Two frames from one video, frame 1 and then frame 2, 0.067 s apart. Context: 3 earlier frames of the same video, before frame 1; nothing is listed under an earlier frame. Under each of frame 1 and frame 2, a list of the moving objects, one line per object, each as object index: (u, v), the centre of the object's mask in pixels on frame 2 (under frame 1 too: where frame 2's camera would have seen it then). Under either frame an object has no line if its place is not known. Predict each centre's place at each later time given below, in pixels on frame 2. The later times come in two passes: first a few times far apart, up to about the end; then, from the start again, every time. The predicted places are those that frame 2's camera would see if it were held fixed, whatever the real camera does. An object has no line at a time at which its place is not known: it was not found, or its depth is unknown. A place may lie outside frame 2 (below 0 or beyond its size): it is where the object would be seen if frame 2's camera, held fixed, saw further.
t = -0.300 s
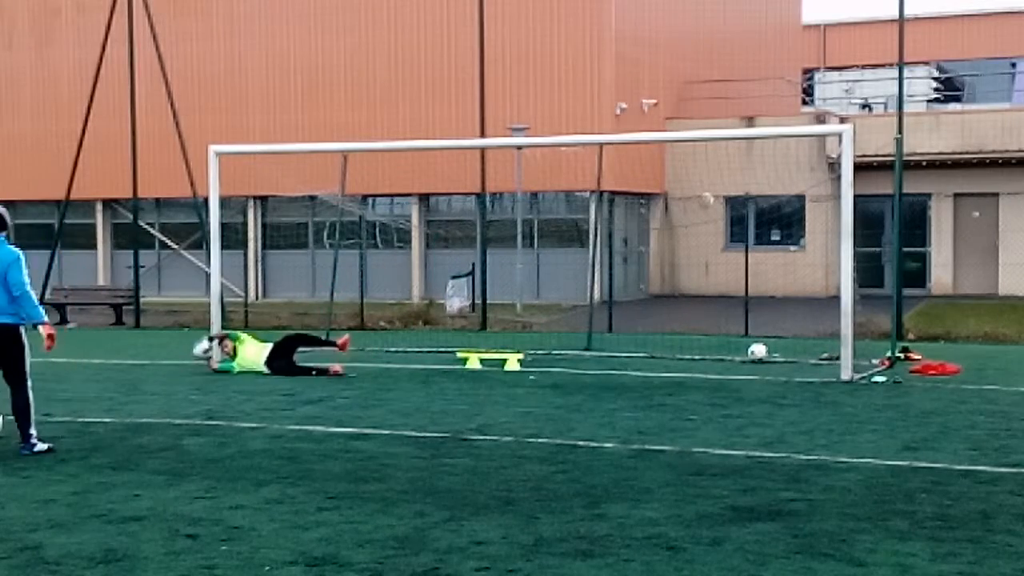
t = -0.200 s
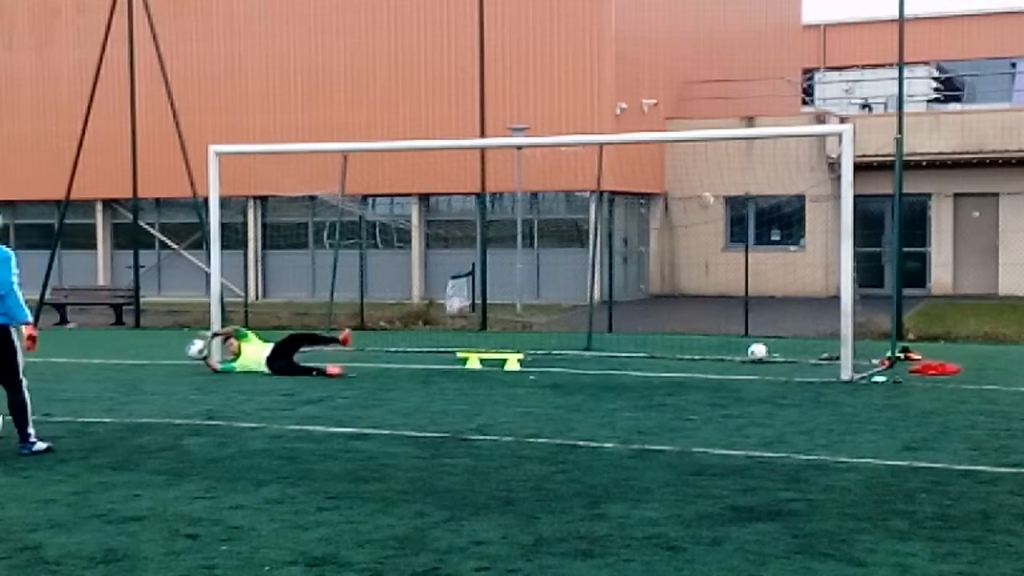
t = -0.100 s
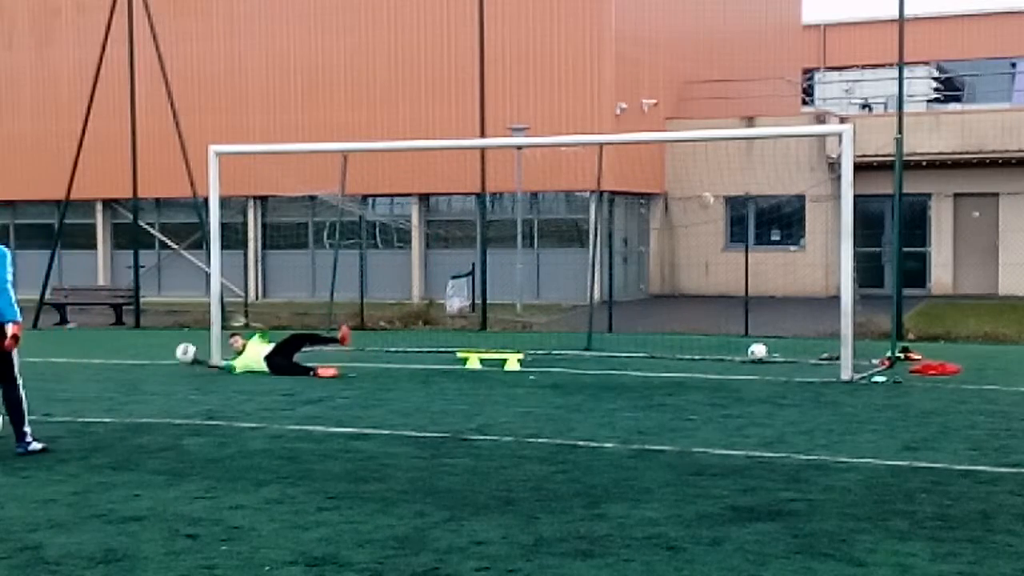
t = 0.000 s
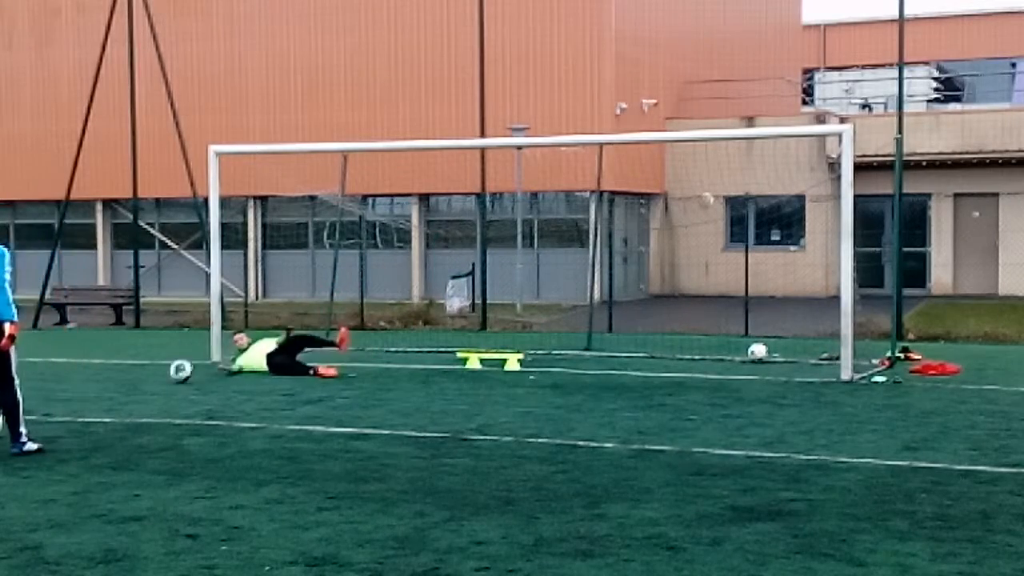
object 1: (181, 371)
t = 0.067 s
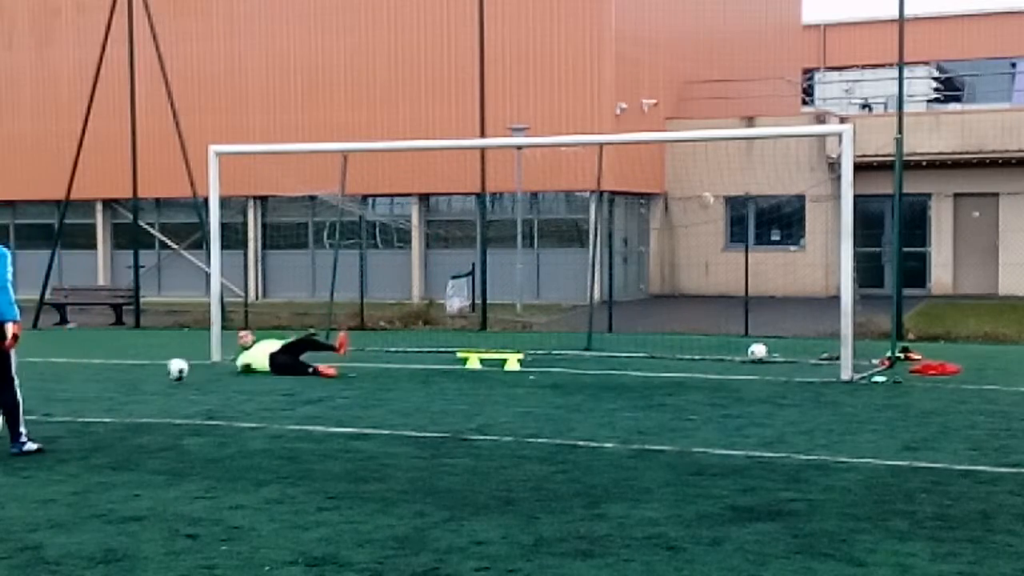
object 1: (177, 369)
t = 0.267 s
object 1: (163, 380)
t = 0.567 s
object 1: (139, 393)
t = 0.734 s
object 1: (121, 403)
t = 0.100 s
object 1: (174, 368)
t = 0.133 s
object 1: (171, 368)
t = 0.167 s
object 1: (169, 370)
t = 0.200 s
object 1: (168, 371)
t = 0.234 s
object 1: (166, 376)
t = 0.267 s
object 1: (163, 380)
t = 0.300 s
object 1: (160, 387)
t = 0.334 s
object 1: (158, 385)
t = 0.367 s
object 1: (155, 383)
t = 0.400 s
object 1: (152, 383)
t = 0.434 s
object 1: (149, 385)
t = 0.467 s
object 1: (147, 388)
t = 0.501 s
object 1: (144, 393)
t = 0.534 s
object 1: (141, 395)
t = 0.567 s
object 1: (139, 393)
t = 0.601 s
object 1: (135, 394)
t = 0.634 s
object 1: (131, 396)
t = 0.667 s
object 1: (128, 399)
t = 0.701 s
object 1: (125, 403)
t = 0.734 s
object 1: (121, 403)
